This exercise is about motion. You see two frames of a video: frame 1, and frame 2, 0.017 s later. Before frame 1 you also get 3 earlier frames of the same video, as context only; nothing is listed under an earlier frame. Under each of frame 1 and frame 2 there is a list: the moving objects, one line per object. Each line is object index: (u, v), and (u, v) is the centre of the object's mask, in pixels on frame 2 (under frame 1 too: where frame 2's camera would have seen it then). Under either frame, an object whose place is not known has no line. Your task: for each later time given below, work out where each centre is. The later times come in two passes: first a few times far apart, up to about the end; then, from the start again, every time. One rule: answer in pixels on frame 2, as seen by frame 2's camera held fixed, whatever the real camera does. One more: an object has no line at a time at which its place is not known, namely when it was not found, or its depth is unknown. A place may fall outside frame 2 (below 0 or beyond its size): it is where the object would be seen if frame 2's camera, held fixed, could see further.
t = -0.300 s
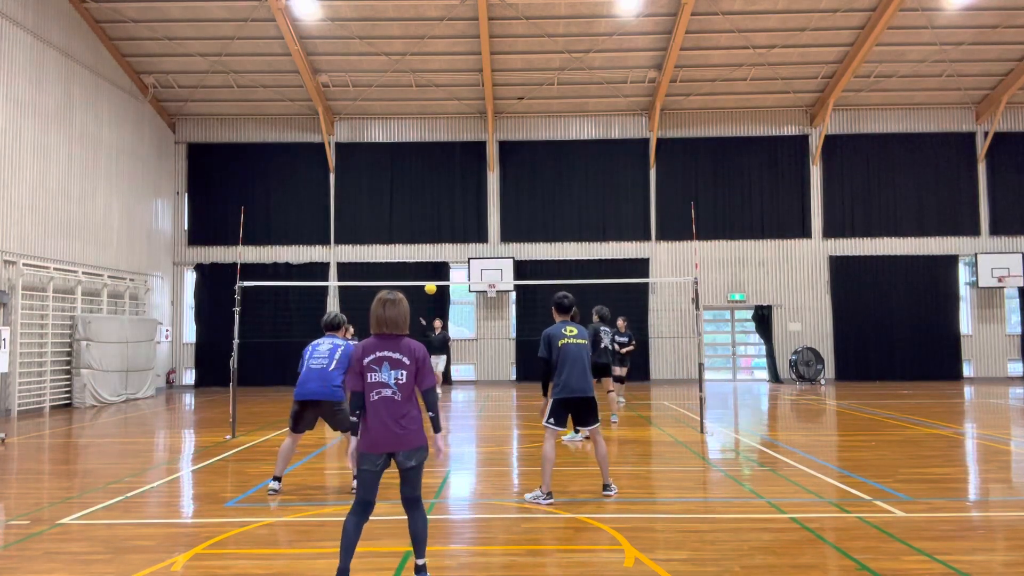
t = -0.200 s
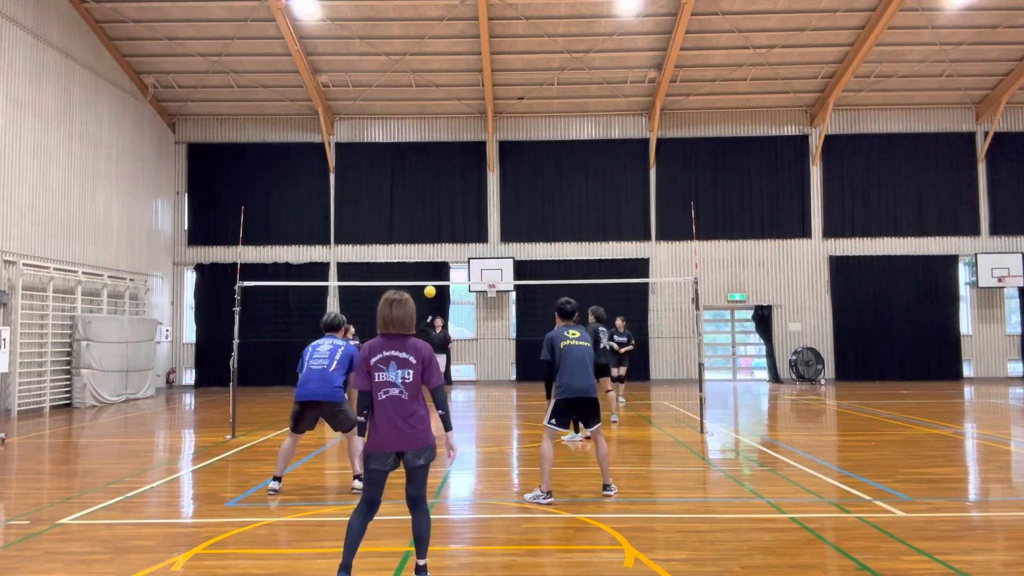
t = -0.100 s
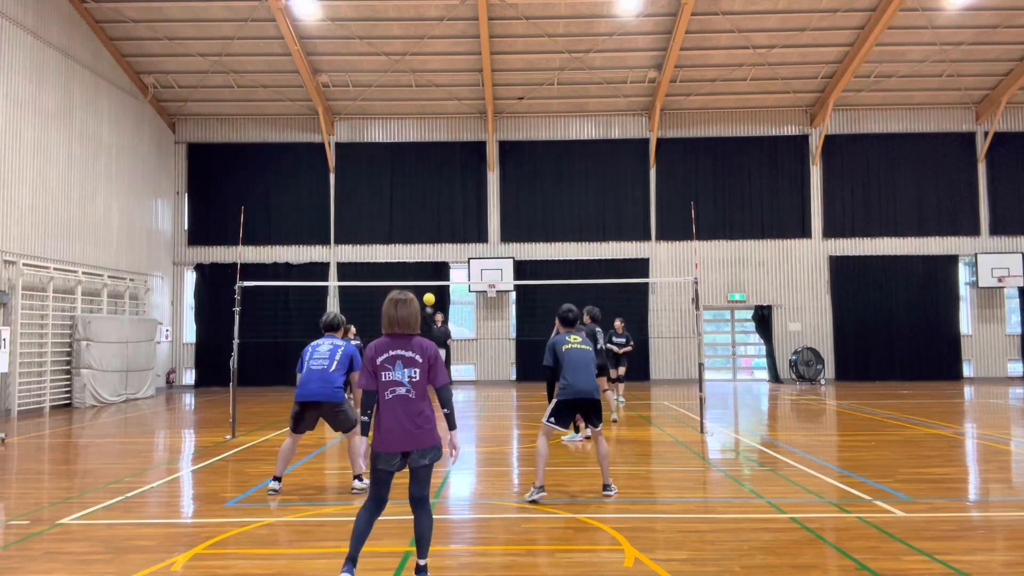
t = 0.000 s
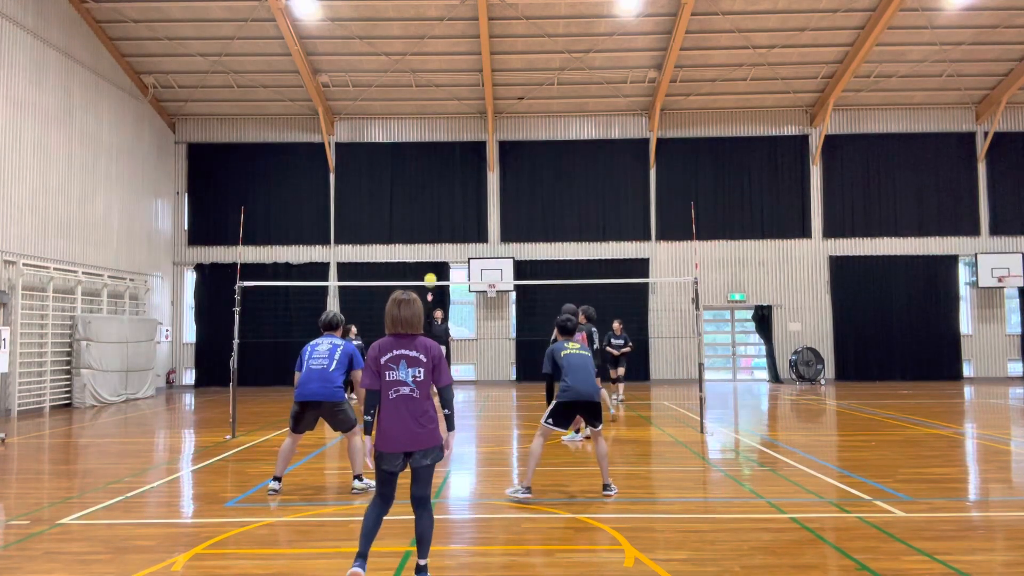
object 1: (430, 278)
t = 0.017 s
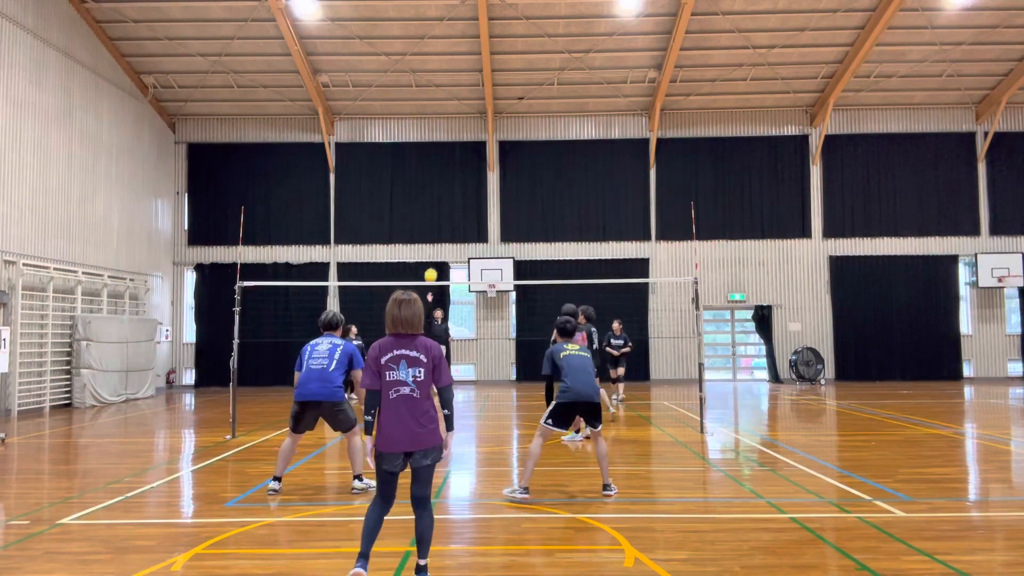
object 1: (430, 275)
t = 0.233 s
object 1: (443, 222)
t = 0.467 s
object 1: (461, 187)
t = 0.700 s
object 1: (473, 186)
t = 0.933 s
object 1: (477, 231)
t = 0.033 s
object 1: (431, 271)
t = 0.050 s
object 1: (432, 267)
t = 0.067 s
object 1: (432, 263)
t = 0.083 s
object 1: (433, 258)
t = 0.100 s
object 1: (434, 254)
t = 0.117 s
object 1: (435, 249)
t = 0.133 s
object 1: (436, 244)
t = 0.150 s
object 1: (437, 240)
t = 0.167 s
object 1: (438, 236)
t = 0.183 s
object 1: (439, 233)
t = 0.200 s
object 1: (441, 230)
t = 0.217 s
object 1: (442, 226)
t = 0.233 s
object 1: (443, 222)
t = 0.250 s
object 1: (445, 219)
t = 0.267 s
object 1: (446, 215)
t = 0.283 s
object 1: (447, 212)
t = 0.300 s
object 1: (449, 209)
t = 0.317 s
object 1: (450, 206)
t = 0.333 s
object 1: (452, 203)
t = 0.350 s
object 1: (453, 201)
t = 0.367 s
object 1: (454, 198)
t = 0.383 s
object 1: (455, 196)
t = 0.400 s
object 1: (457, 194)
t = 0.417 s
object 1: (458, 192)
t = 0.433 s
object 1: (459, 190)
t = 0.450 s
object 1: (460, 189)
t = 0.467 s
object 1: (461, 187)
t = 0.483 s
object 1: (462, 186)
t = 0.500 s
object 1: (463, 185)
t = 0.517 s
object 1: (464, 184)
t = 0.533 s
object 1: (465, 183)
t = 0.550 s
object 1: (466, 182)
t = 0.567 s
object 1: (467, 182)
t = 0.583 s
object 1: (468, 182)
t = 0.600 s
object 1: (469, 182)
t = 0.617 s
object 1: (470, 182)
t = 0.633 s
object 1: (471, 182)
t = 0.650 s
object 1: (471, 183)
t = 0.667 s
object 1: (472, 184)
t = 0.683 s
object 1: (473, 185)
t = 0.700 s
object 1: (473, 186)
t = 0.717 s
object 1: (474, 187)
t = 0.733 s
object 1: (474, 189)
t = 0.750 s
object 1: (475, 191)
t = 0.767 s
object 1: (475, 193)
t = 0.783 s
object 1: (476, 196)
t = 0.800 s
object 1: (476, 199)
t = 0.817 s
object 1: (476, 202)
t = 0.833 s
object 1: (476, 205)
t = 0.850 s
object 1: (477, 209)
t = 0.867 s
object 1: (477, 213)
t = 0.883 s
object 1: (477, 217)
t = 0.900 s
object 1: (477, 222)
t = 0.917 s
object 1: (477, 227)
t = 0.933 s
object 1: (477, 231)
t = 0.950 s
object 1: (477, 236)
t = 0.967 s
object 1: (477, 243)
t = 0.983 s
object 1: (477, 249)
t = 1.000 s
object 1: (477, 255)
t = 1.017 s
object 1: (476, 263)
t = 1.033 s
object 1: (476, 271)
